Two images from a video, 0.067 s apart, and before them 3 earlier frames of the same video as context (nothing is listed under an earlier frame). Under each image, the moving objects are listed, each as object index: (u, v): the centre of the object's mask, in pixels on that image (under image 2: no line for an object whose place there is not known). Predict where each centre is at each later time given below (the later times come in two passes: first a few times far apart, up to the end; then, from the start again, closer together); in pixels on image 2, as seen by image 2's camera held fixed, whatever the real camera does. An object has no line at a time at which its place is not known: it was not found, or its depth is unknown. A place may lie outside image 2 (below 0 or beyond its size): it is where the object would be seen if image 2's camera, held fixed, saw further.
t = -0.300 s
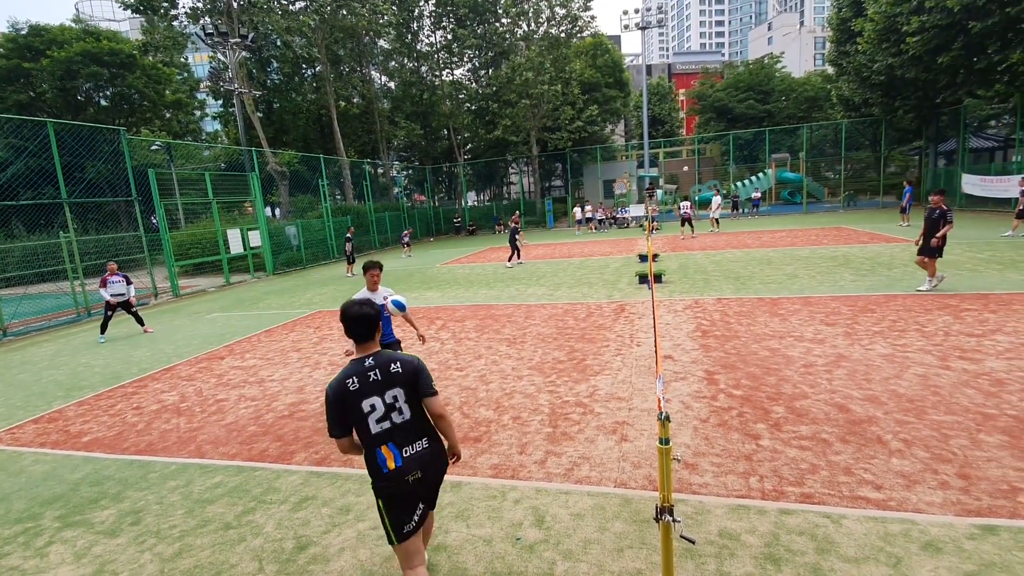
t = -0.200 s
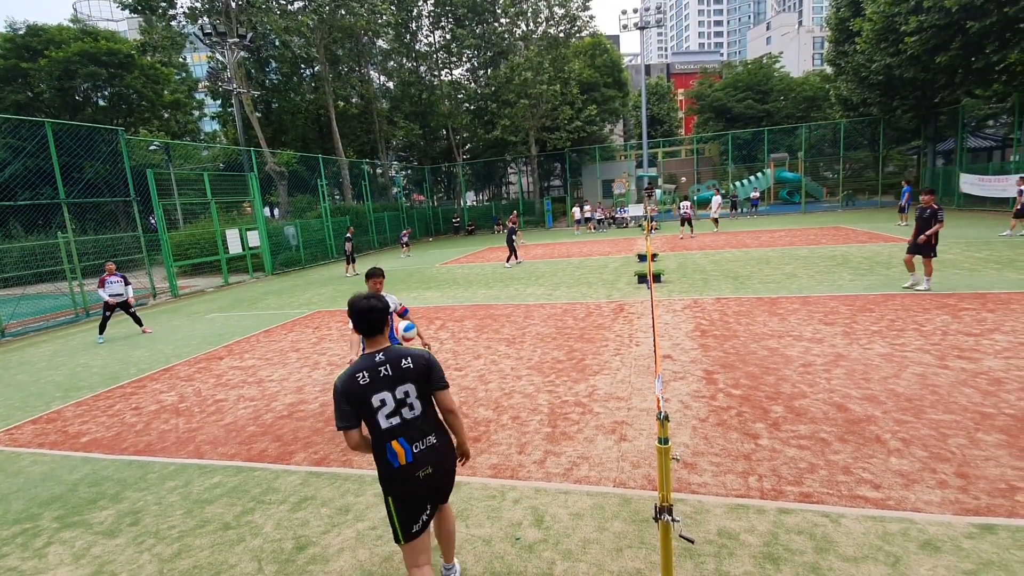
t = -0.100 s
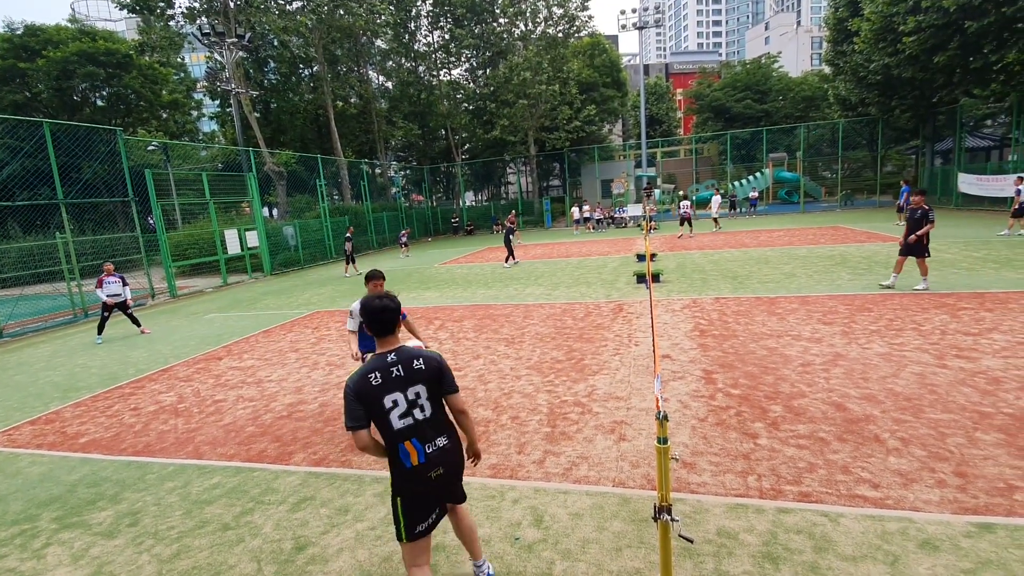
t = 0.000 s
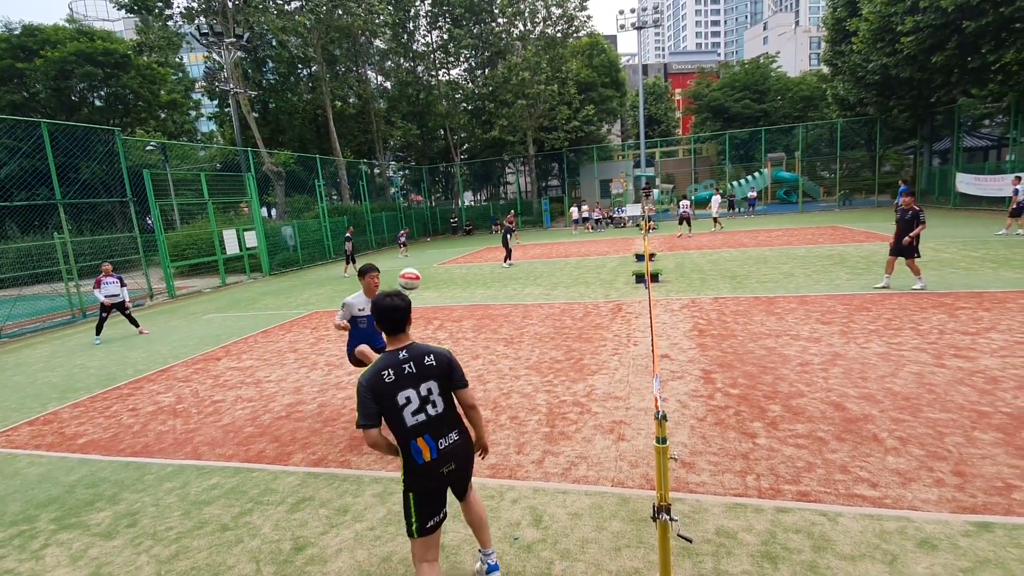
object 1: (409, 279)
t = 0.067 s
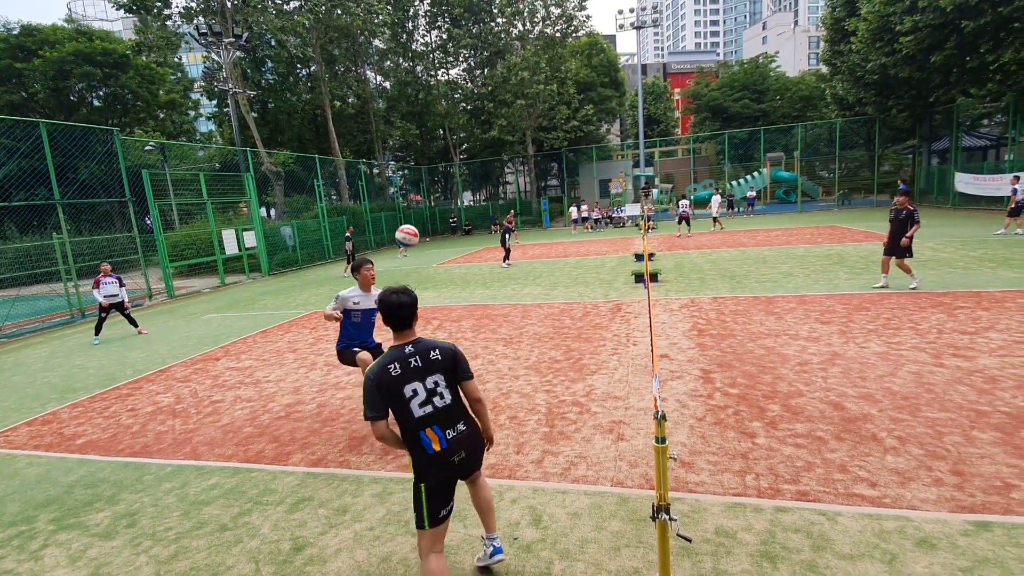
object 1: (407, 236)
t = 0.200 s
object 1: (405, 163)
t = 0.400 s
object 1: (405, 90)
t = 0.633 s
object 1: (411, 62)
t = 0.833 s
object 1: (421, 90)
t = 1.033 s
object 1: (434, 163)
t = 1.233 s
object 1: (450, 272)
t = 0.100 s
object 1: (406, 216)
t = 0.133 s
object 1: (406, 197)
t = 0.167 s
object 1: (405, 180)
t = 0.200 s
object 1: (405, 163)
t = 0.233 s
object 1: (405, 148)
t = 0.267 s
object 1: (404, 134)
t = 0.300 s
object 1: (404, 121)
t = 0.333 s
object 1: (404, 109)
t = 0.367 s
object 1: (404, 99)
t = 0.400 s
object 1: (405, 90)
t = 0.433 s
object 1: (405, 81)
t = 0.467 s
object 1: (406, 75)
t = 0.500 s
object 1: (407, 70)
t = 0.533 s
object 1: (408, 66)
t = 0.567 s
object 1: (408, 63)
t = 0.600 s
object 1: (410, 62)
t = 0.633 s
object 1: (411, 62)
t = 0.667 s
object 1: (412, 63)
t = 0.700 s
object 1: (414, 66)
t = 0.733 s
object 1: (415, 70)
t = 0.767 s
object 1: (417, 75)
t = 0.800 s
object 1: (419, 83)
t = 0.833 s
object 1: (421, 90)
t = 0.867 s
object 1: (423, 99)
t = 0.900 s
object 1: (425, 110)
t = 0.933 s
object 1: (427, 121)
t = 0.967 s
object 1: (430, 134)
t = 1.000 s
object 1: (432, 148)
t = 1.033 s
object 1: (434, 163)
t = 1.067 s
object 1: (437, 179)
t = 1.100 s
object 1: (439, 197)
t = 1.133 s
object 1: (442, 214)
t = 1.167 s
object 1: (445, 233)
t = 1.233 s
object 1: (450, 272)
